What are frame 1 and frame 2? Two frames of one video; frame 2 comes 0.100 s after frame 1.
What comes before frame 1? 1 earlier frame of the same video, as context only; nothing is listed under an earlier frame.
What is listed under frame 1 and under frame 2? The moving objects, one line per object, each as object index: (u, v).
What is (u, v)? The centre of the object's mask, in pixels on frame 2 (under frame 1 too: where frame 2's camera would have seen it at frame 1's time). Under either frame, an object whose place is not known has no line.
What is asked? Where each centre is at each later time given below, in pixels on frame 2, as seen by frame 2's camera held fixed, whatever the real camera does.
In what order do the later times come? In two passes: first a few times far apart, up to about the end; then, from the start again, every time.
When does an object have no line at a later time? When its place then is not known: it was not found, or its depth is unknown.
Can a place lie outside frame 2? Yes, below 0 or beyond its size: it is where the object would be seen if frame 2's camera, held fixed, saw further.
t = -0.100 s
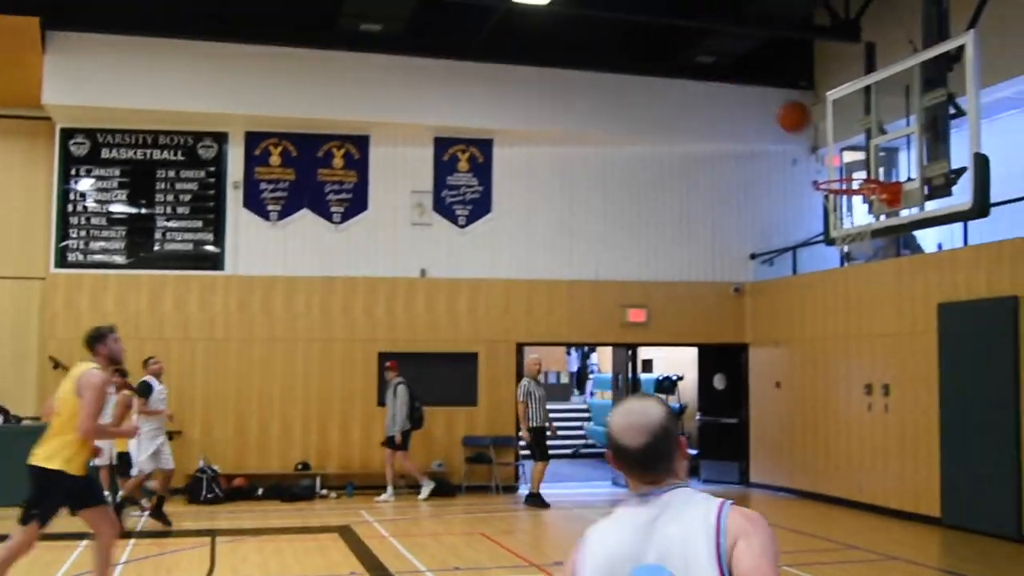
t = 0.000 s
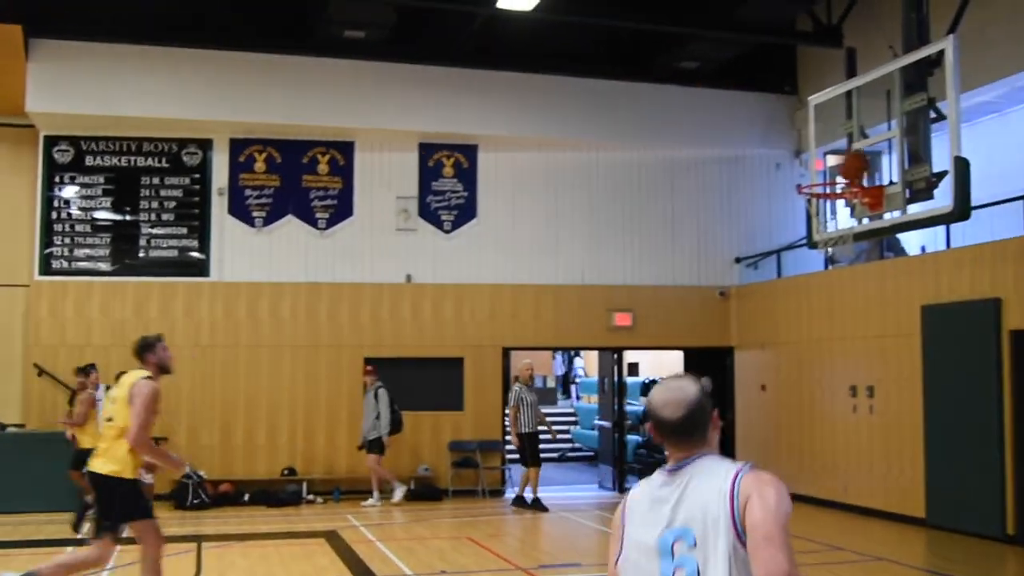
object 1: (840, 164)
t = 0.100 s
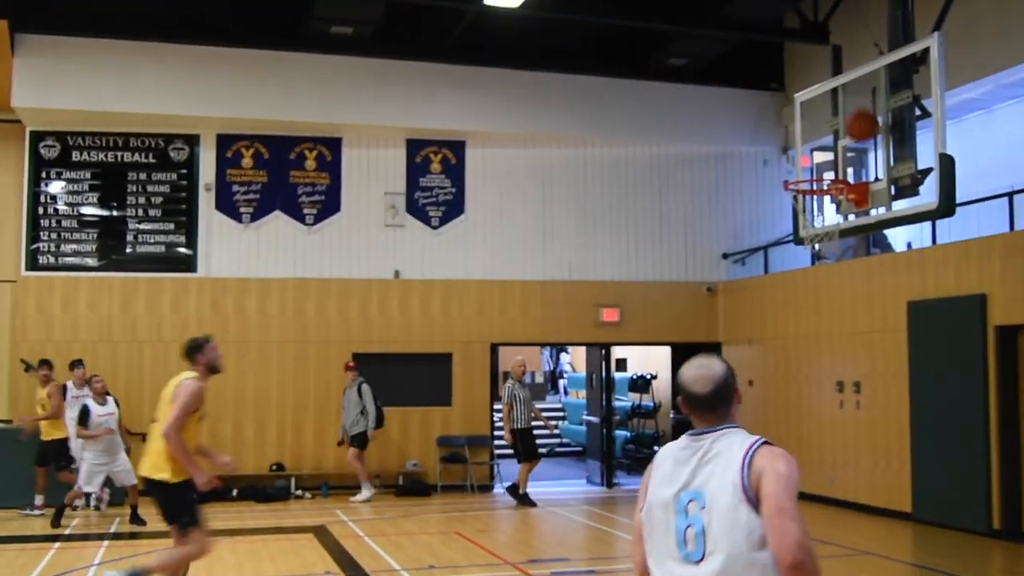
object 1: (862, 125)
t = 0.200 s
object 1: (850, 90)
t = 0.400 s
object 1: (827, 53)
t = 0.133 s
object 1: (858, 112)
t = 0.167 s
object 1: (854, 100)
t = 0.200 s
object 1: (850, 90)
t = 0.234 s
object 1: (846, 79)
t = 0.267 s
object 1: (843, 71)
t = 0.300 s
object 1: (838, 64)
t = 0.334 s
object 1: (834, 58)
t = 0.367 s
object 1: (830, 55)
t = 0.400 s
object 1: (827, 53)
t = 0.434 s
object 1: (823, 52)
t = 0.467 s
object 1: (818, 52)
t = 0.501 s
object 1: (815, 54)
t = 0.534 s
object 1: (812, 57)
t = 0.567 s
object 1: (807, 62)
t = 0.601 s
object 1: (803, 69)
